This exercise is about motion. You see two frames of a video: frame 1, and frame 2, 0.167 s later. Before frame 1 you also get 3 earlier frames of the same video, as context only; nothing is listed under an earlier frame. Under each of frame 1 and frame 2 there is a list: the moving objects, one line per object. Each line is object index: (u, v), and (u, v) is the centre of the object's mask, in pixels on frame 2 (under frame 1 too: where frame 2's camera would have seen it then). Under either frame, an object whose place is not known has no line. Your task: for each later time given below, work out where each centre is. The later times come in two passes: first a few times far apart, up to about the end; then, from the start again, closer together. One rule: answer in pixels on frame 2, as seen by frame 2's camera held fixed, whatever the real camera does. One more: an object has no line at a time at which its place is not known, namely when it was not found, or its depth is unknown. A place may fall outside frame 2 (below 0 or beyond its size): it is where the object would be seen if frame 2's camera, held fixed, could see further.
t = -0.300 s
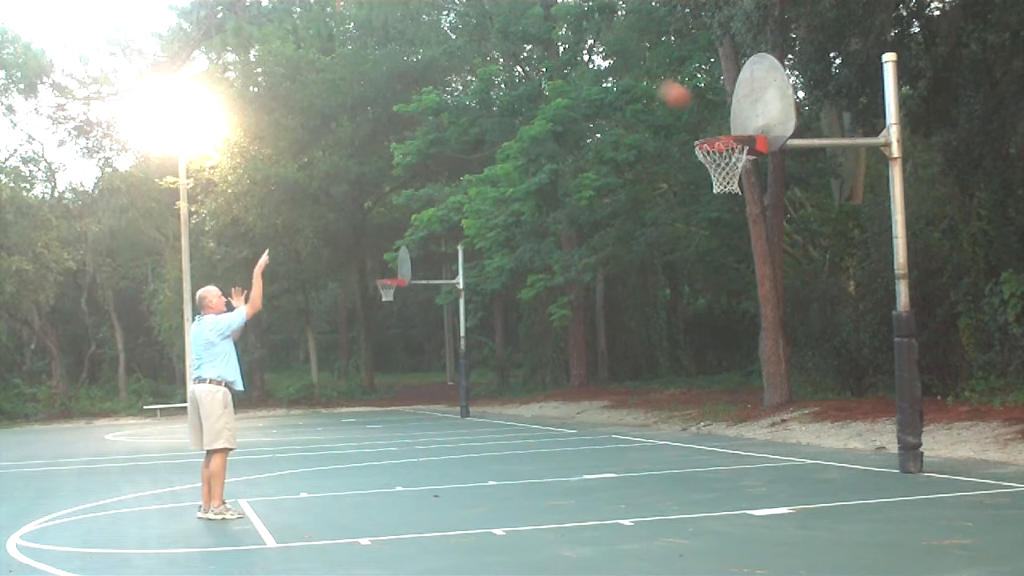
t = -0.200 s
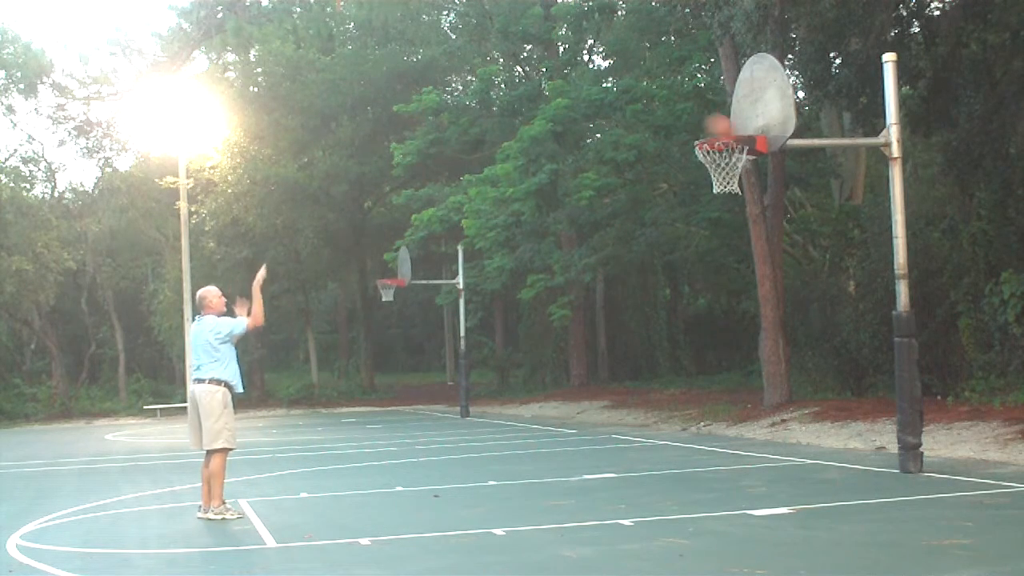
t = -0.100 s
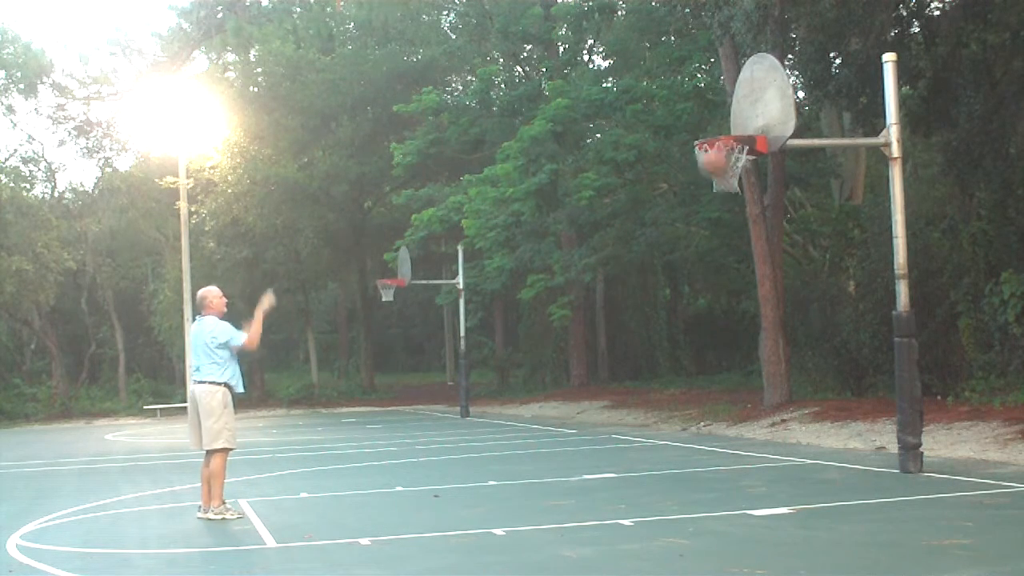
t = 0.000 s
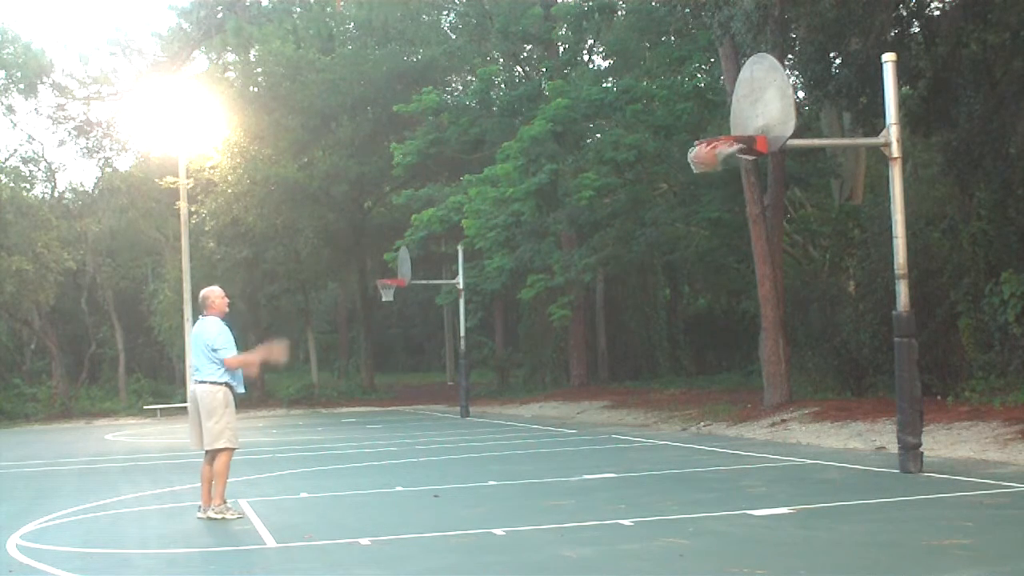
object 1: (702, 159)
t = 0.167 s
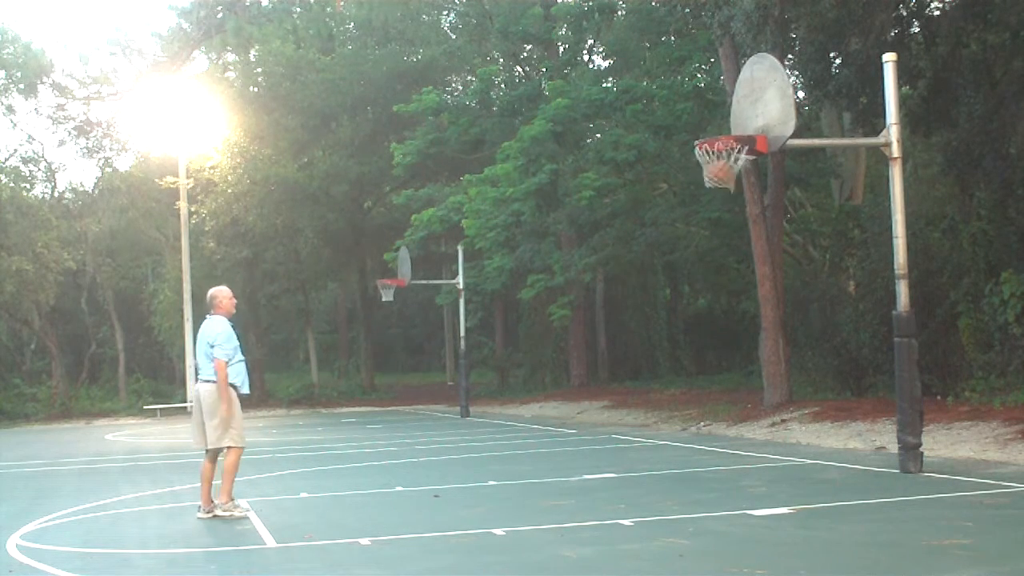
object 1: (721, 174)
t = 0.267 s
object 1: (731, 195)
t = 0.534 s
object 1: (764, 291)
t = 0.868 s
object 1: (804, 432)
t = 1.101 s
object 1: (813, 345)
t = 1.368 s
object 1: (827, 315)
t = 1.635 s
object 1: (844, 358)
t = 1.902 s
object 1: (862, 444)
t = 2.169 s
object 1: (869, 378)
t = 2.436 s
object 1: (879, 380)
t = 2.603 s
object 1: (886, 418)
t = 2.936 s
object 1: (891, 401)
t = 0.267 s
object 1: (731, 195)
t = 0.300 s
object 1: (735, 201)
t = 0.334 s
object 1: (738, 209)
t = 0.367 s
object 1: (742, 218)
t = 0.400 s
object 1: (745, 230)
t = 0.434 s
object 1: (750, 244)
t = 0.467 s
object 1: (754, 258)
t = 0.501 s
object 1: (759, 273)
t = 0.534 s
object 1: (764, 291)
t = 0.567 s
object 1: (768, 307)
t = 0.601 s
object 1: (774, 326)
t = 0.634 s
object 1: (777, 347)
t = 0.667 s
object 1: (782, 367)
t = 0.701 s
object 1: (786, 389)
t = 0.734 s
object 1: (790, 413)
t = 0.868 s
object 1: (804, 432)
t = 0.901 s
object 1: (805, 413)
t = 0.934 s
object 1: (805, 398)
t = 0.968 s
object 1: (806, 386)
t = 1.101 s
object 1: (813, 345)
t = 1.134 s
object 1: (814, 336)
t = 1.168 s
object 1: (816, 330)
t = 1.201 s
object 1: (818, 325)
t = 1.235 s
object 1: (819, 321)
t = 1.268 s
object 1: (821, 318)
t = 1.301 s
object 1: (823, 316)
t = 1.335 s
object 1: (825, 315)
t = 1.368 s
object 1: (827, 315)
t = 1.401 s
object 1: (829, 317)
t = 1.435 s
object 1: (831, 319)
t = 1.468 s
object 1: (833, 323)
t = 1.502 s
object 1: (834, 327)
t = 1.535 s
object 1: (837, 334)
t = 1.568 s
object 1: (839, 340)
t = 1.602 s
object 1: (841, 348)
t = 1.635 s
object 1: (844, 358)
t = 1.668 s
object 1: (846, 368)
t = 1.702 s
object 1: (849, 381)
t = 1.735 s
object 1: (851, 393)
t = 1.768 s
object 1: (852, 406)
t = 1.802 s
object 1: (856, 422)
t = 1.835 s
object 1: (859, 439)
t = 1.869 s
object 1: (862, 454)
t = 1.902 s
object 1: (862, 444)
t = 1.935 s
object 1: (864, 433)
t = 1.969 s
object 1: (864, 420)
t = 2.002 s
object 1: (863, 410)
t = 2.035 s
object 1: (865, 401)
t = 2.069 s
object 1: (866, 393)
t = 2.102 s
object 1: (868, 387)
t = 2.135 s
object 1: (868, 382)
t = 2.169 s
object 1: (869, 378)
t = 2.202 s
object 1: (871, 374)
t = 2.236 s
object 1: (872, 372)
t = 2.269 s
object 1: (873, 371)
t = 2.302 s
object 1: (874, 371)
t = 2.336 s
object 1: (875, 372)
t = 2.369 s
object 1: (877, 373)
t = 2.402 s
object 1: (877, 376)
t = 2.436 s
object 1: (879, 380)
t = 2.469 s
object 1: (881, 385)
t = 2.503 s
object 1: (883, 392)
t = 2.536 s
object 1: (883, 399)
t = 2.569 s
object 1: (884, 408)
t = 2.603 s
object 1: (886, 418)
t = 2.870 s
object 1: (890, 410)
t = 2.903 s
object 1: (890, 407)
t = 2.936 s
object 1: (891, 401)
